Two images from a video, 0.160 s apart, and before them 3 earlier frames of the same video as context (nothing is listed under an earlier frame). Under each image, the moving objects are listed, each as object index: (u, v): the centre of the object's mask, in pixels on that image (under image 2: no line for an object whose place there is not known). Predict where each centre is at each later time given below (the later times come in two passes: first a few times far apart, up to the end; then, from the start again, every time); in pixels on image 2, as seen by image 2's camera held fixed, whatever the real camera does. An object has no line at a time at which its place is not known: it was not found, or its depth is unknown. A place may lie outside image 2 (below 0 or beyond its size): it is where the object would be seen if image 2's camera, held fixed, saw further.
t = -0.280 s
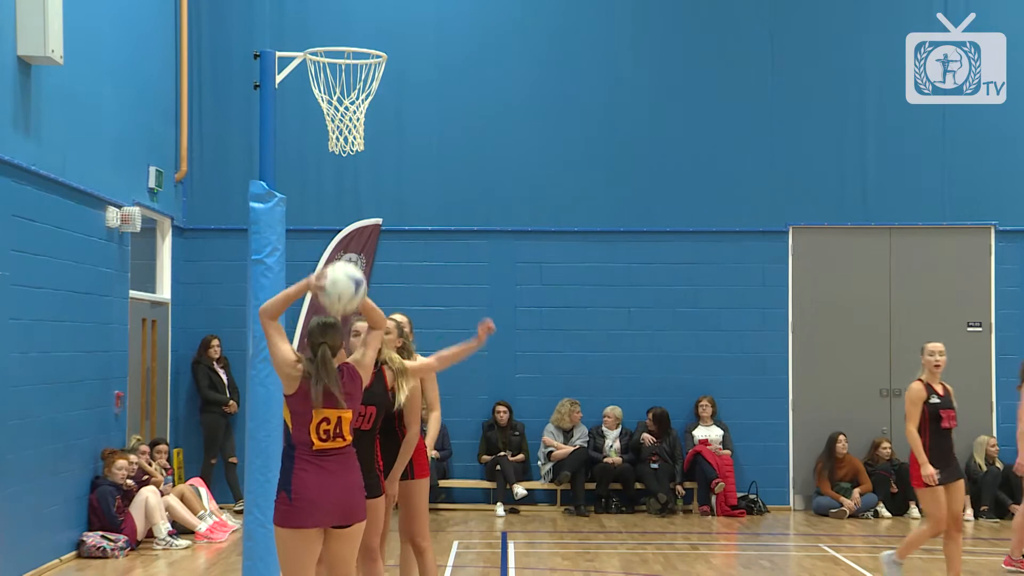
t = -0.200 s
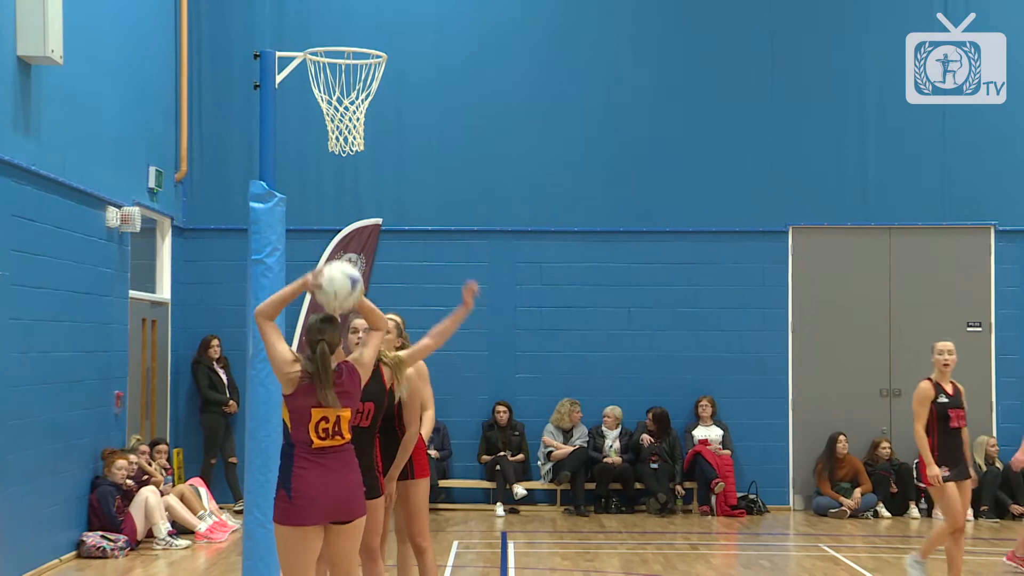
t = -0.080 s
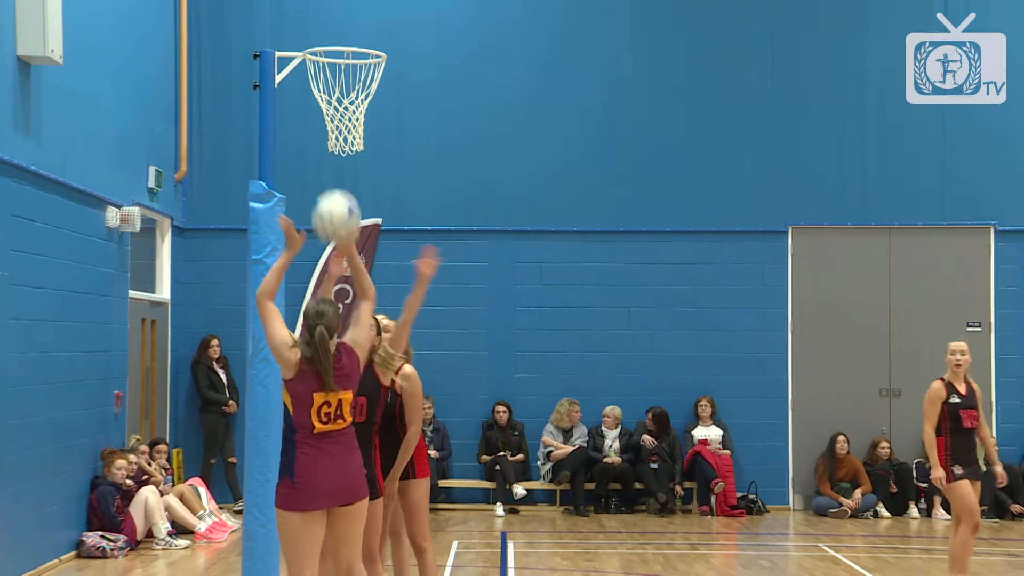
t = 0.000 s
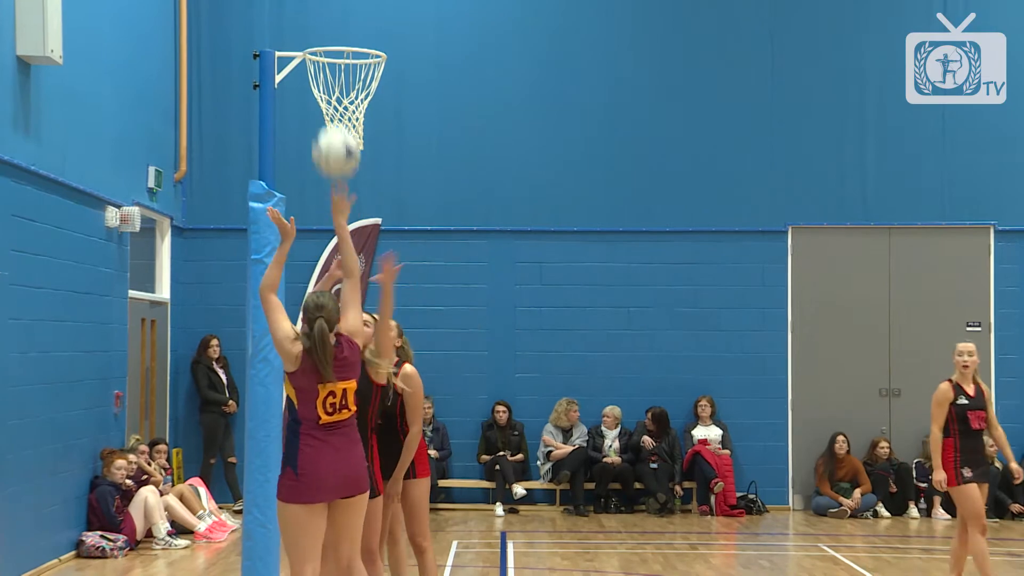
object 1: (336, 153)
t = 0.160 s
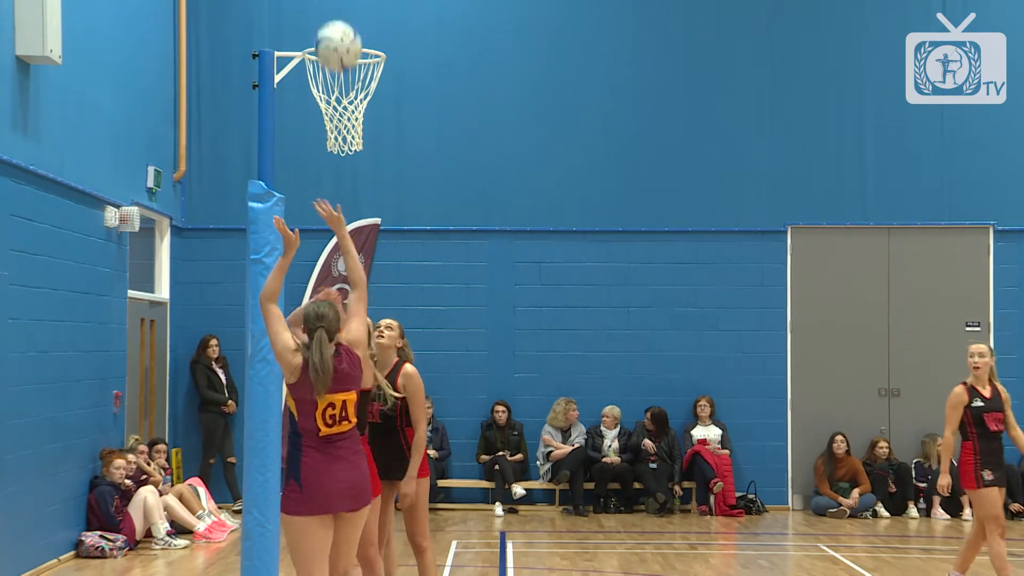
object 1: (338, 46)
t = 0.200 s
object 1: (339, 29)
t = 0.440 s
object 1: (342, 9)
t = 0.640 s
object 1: (344, 55)
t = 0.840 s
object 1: (346, 117)
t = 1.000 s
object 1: (349, 176)
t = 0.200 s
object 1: (339, 29)
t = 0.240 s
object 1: (340, 19)
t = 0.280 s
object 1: (340, 13)
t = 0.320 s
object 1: (341, 10)
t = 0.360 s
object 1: (341, 8)
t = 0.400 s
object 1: (342, 8)
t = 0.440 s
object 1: (342, 9)
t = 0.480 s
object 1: (343, 12)
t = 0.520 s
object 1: (343, 16)
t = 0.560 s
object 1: (343, 23)
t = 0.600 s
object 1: (344, 36)
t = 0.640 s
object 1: (344, 55)
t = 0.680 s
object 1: (344, 77)
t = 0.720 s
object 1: (344, 95)
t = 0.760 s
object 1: (345, 103)
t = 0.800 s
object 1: (345, 111)
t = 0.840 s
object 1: (346, 117)
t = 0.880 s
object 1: (346, 127)
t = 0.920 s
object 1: (348, 141)
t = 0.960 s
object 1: (348, 157)
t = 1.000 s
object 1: (349, 176)
